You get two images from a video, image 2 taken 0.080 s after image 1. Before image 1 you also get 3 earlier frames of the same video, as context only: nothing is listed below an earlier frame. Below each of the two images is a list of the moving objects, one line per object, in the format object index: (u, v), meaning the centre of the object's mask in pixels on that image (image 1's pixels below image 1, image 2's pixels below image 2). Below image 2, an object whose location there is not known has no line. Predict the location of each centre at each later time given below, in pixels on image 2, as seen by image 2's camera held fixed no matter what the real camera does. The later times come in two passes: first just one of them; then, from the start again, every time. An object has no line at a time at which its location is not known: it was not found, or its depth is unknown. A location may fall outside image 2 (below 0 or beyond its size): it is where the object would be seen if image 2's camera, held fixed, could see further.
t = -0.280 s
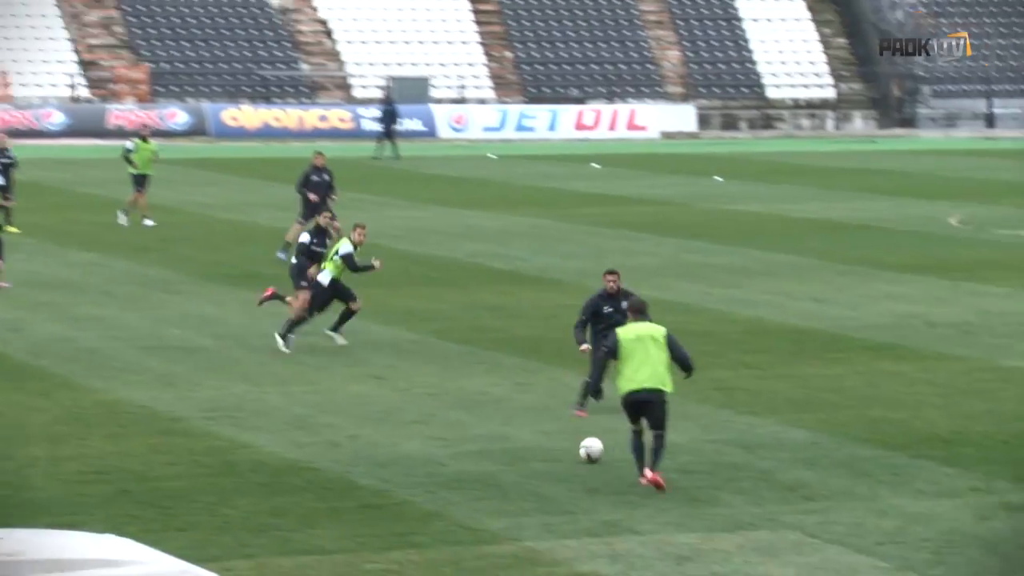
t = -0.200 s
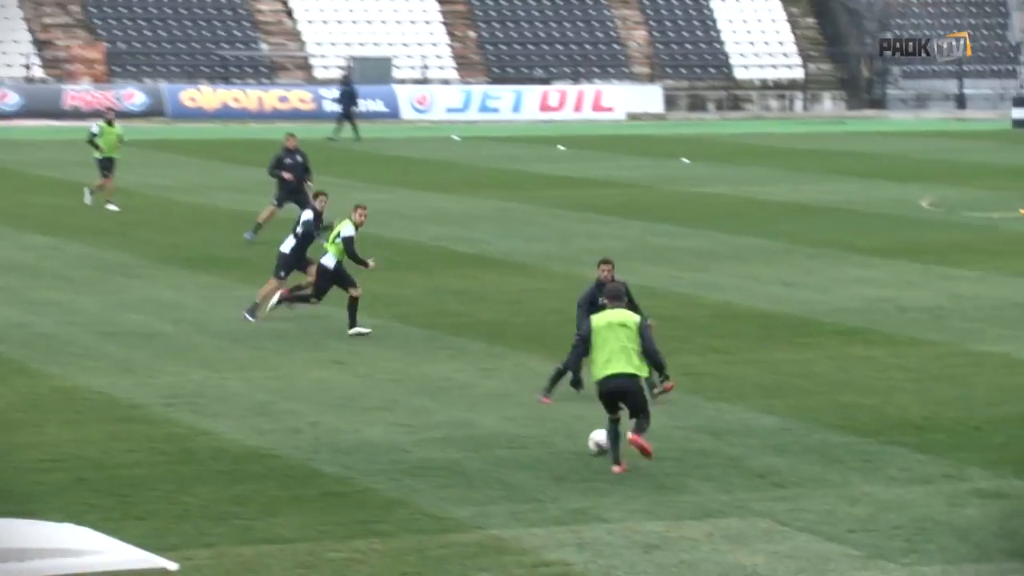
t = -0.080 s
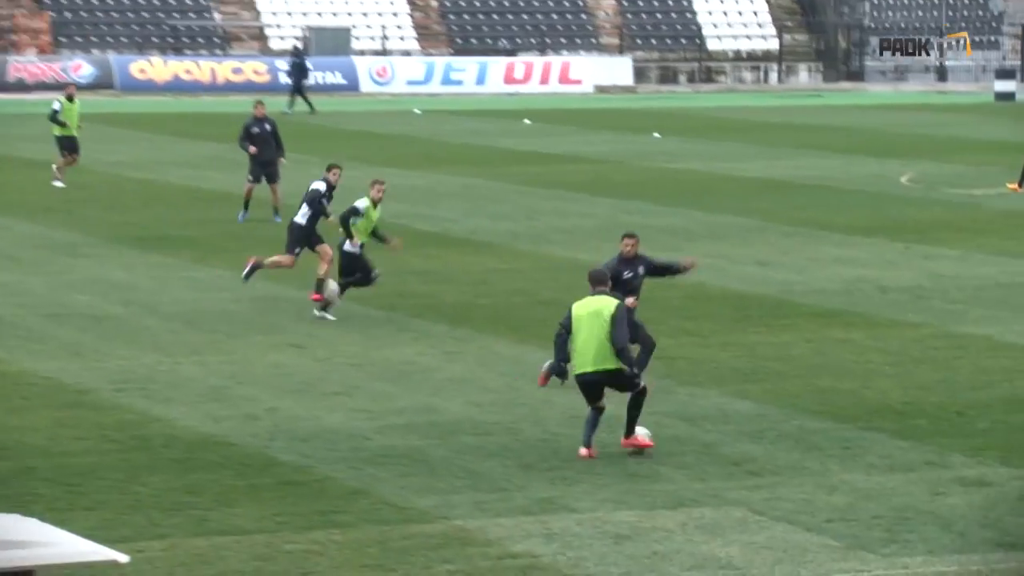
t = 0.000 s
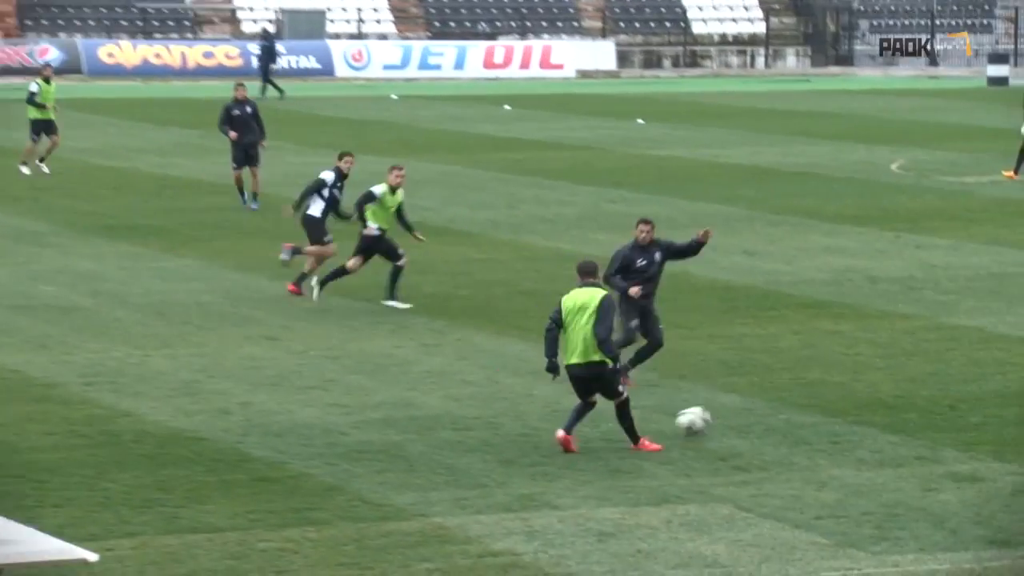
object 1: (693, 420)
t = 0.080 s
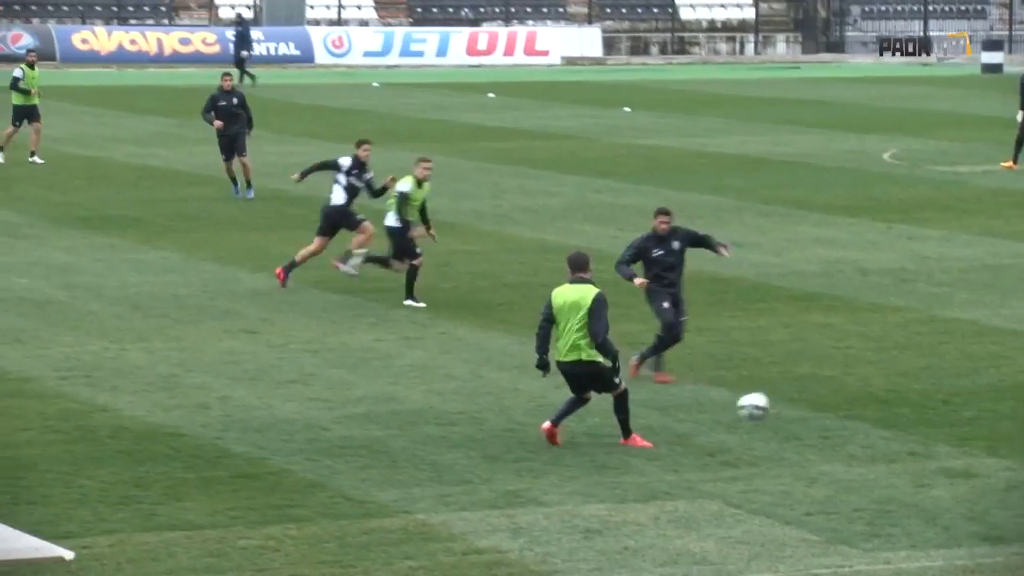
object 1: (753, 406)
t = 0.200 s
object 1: (850, 386)
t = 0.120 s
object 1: (787, 399)
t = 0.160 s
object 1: (818, 392)
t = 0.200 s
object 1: (850, 386)
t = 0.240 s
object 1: (878, 382)
